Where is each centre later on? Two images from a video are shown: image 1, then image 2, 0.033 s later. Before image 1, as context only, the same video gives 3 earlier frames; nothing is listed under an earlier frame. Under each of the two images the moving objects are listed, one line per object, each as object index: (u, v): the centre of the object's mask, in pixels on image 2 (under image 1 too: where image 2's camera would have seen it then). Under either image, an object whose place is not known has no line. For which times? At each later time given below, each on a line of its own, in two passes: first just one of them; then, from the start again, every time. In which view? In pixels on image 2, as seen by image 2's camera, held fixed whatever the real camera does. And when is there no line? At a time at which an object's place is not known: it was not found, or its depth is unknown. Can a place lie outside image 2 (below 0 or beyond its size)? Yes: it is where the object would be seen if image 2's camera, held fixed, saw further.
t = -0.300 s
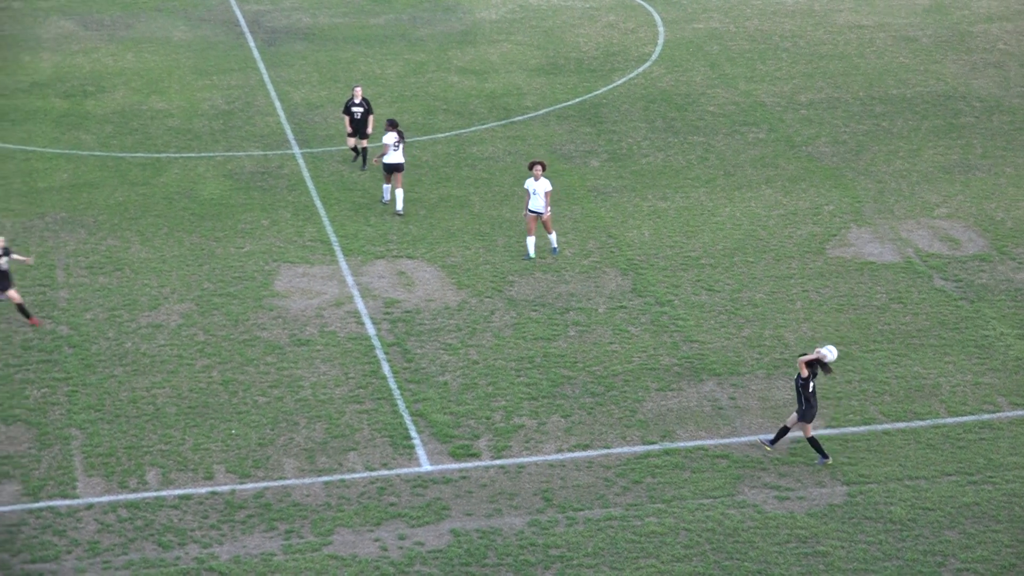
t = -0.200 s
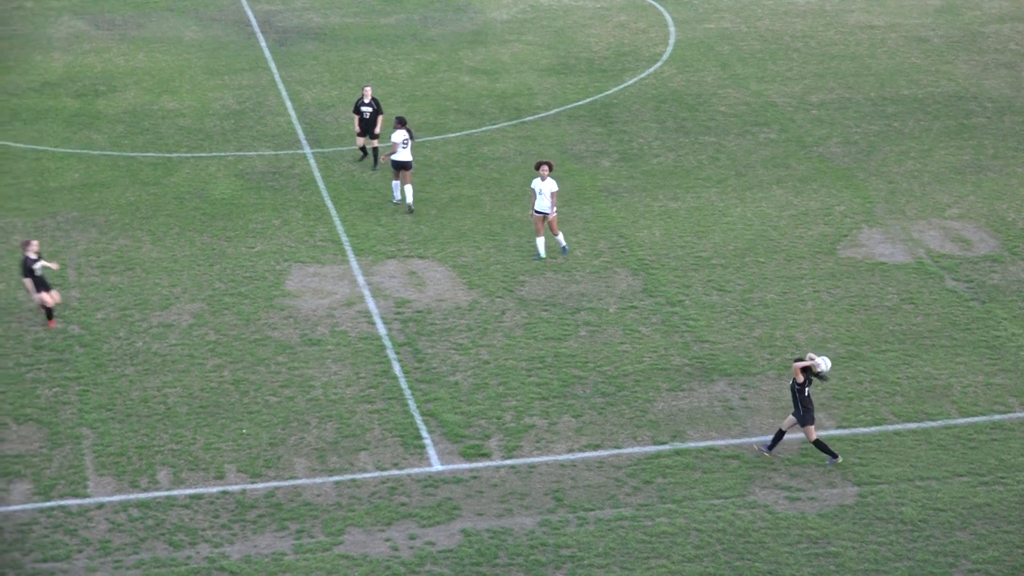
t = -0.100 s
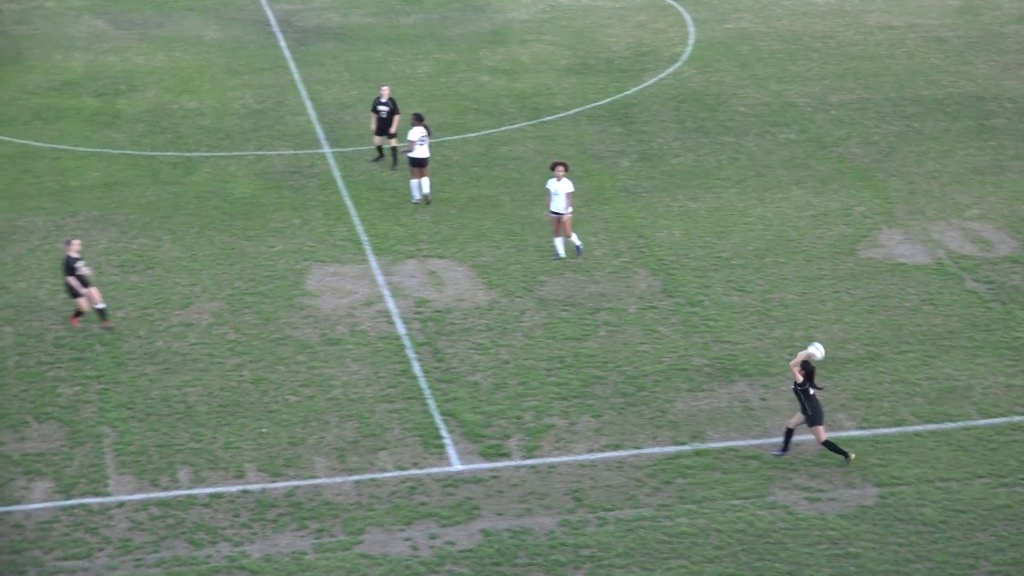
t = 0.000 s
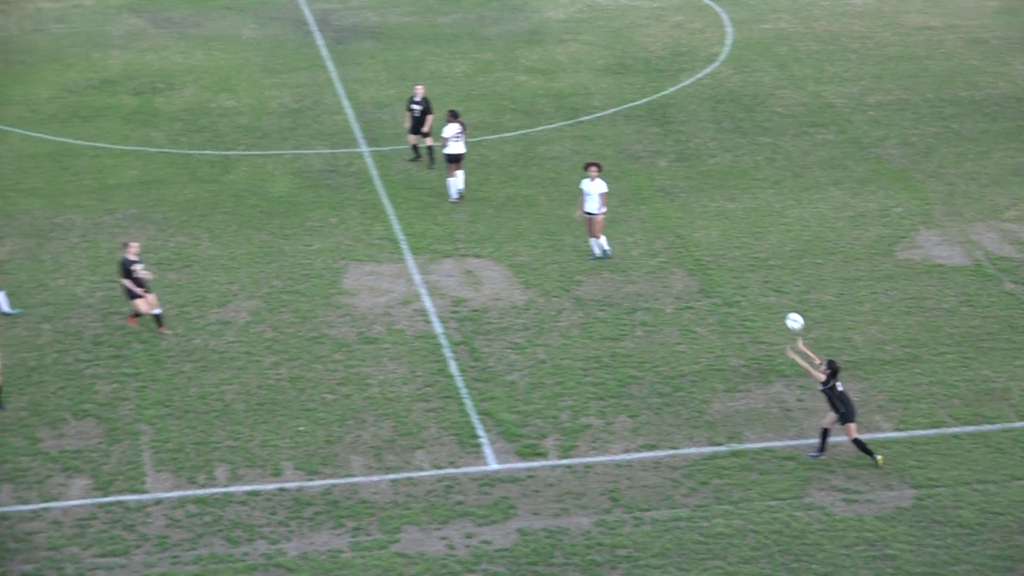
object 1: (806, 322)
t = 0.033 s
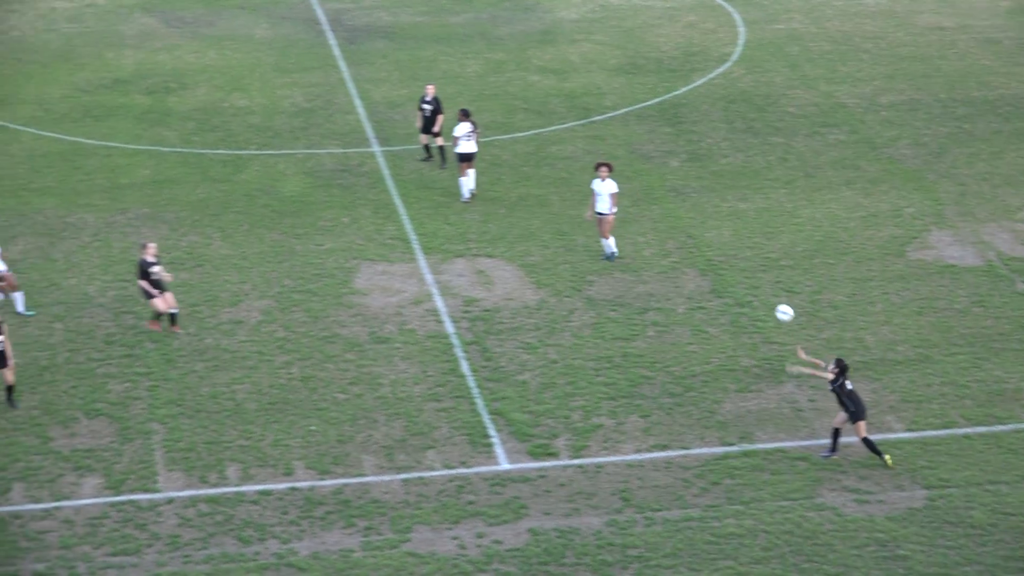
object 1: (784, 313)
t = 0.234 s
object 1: (658, 279)
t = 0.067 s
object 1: (762, 305)
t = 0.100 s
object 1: (741, 298)
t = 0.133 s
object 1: (720, 292)
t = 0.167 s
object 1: (699, 287)
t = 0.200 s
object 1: (679, 283)
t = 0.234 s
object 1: (658, 279)
